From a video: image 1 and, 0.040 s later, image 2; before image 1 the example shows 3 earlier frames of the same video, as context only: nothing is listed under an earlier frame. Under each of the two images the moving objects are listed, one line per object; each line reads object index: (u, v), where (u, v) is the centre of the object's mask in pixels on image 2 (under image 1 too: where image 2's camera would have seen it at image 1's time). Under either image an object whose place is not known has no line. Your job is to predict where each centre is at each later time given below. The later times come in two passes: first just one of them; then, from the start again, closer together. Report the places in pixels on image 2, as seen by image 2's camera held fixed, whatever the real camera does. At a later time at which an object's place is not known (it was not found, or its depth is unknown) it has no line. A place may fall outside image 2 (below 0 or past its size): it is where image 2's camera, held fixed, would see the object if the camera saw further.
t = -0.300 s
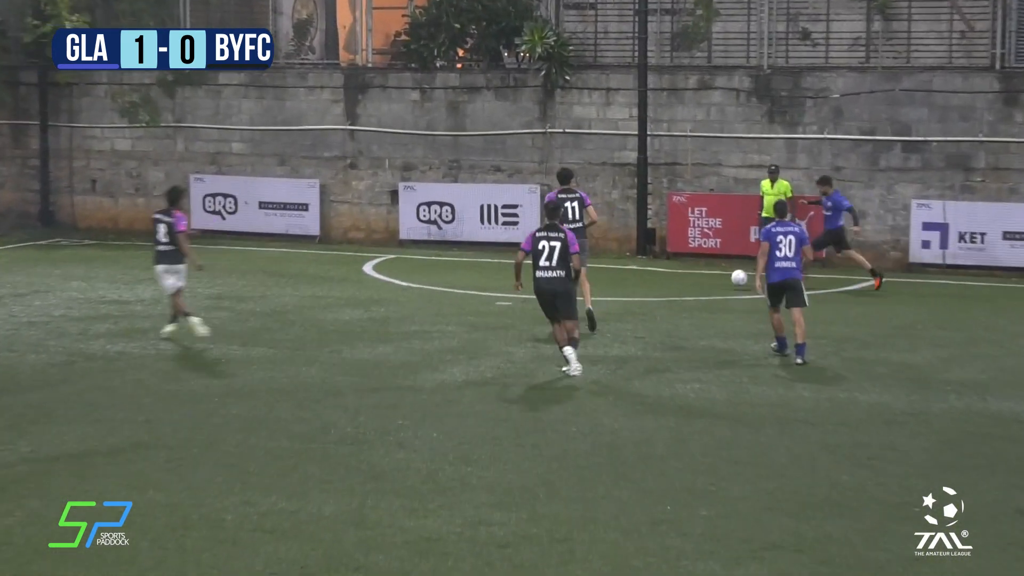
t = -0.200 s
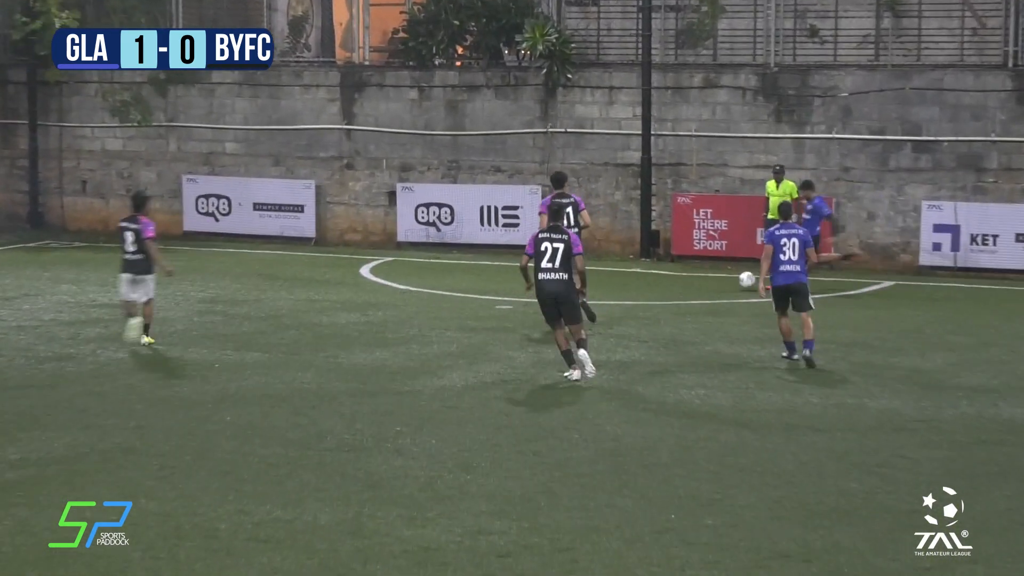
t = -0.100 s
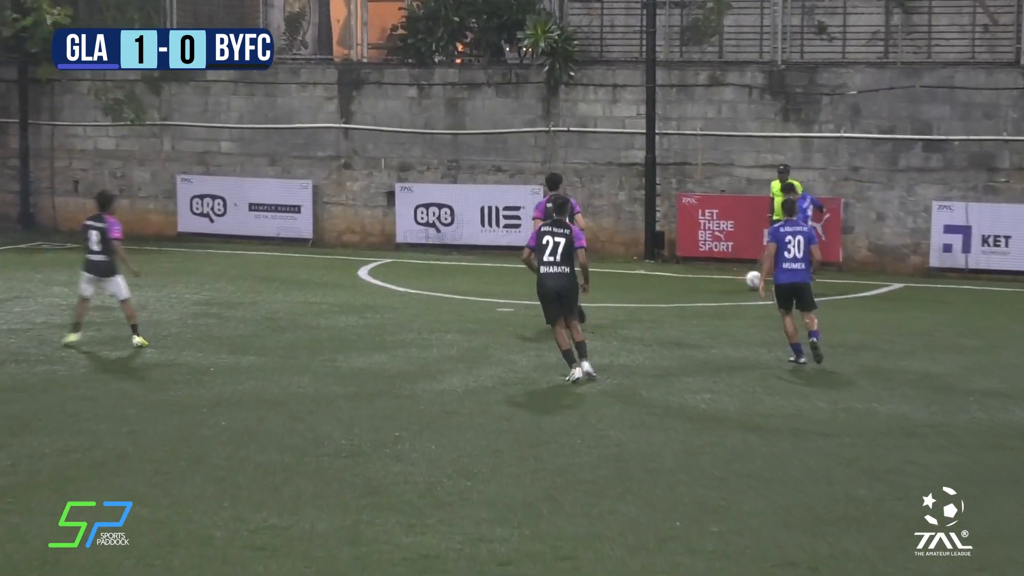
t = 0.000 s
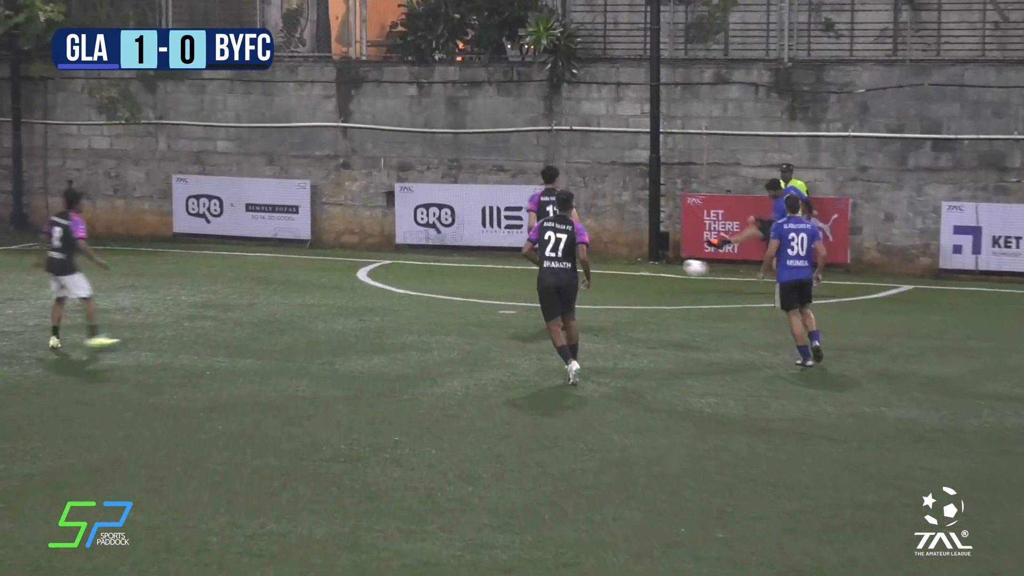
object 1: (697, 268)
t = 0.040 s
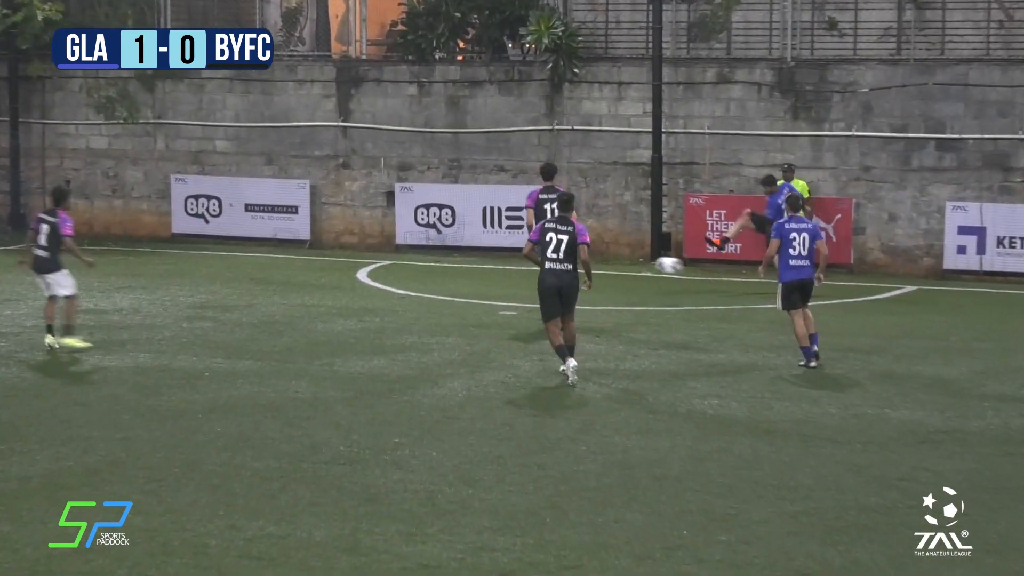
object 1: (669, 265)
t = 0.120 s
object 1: (612, 264)
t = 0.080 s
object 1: (640, 265)
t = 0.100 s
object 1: (626, 264)
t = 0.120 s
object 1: (612, 264)
